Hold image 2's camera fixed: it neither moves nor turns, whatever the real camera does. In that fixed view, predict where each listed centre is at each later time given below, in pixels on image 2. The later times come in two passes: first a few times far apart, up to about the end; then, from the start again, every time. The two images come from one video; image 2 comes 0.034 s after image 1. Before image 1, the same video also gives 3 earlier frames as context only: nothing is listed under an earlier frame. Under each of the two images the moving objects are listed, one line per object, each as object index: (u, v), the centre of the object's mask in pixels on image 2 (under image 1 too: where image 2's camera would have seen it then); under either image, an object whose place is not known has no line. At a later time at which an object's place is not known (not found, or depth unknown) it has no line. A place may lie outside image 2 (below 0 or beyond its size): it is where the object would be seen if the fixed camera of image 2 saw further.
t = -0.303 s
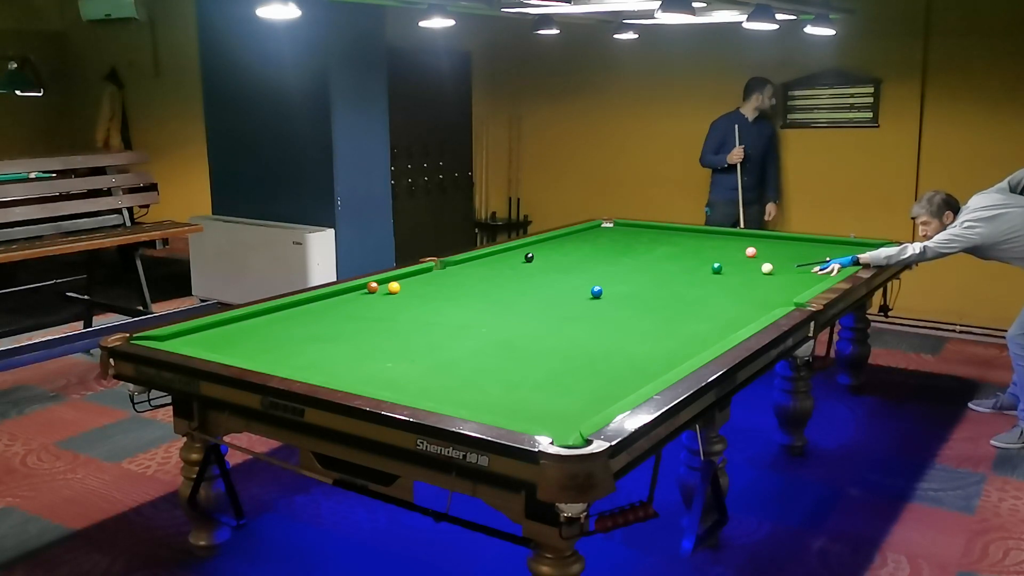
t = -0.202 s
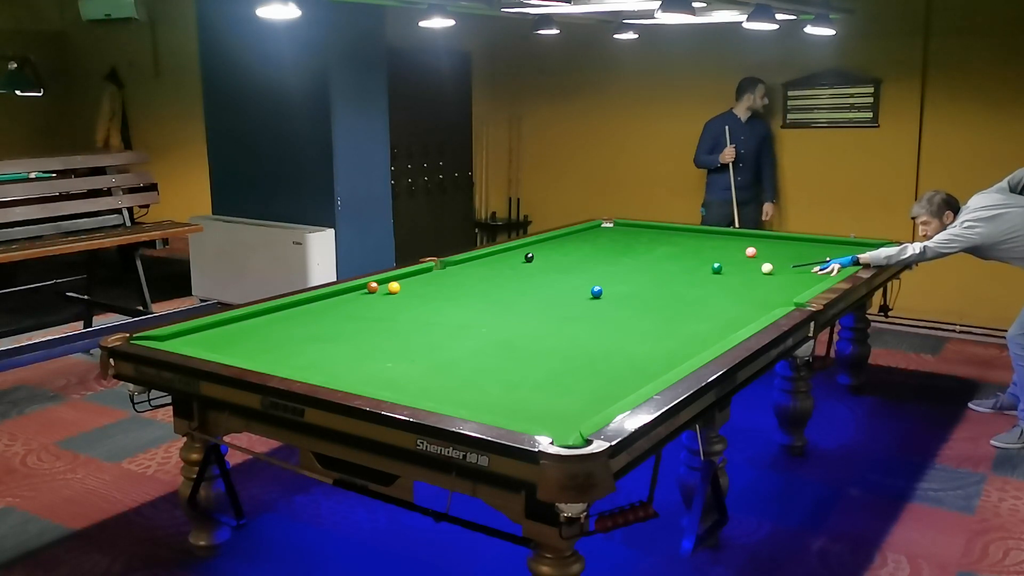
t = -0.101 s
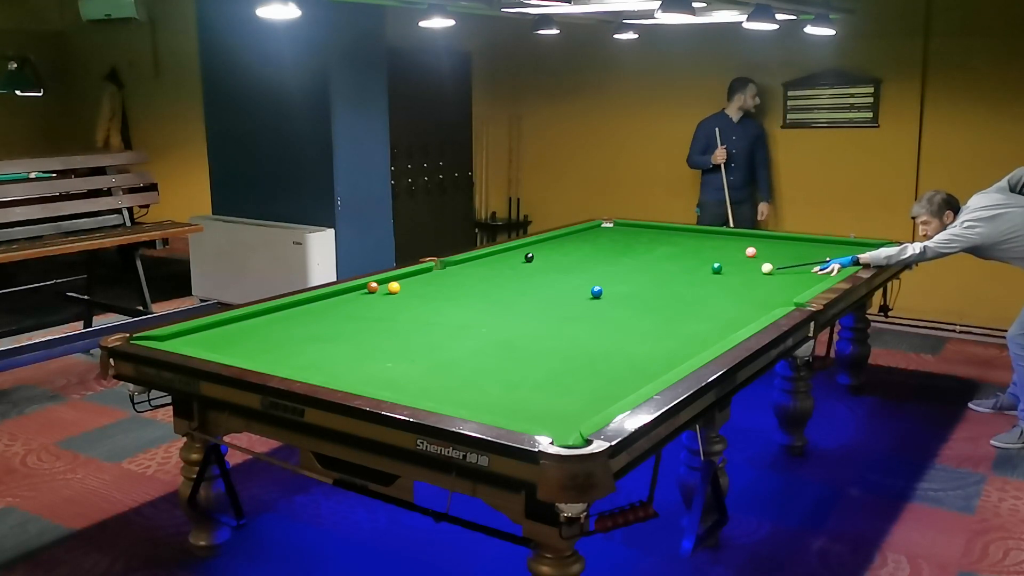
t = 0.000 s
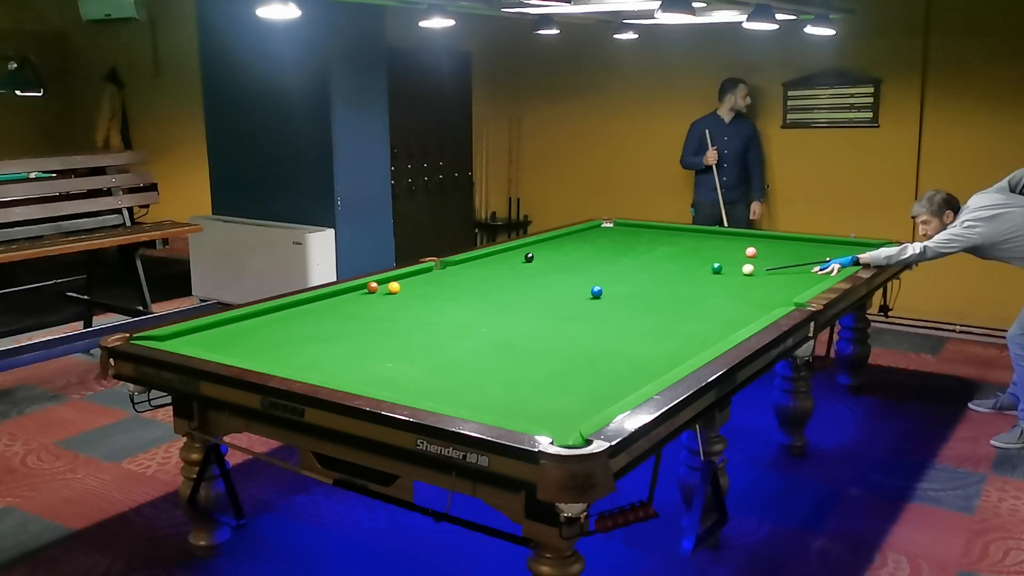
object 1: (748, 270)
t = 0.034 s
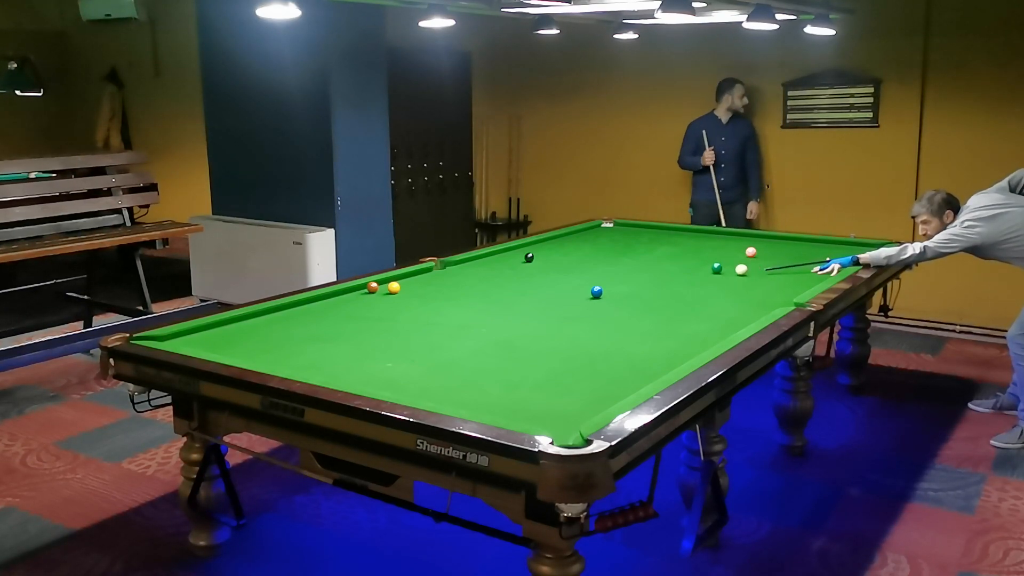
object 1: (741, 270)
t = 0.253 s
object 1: (706, 271)
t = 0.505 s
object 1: (666, 274)
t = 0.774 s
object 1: (625, 276)
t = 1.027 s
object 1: (587, 278)
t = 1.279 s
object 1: (550, 280)
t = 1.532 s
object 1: (514, 281)
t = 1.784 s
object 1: (478, 283)
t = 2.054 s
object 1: (442, 285)
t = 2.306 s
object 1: (409, 287)
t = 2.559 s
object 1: (399, 287)
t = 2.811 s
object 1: (394, 287)
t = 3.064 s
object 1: (390, 286)
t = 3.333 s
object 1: (388, 286)
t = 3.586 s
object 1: (387, 286)
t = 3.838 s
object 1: (387, 286)
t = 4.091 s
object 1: (387, 286)
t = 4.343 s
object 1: (387, 286)
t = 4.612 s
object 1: (387, 286)
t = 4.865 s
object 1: (387, 286)
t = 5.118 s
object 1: (387, 286)
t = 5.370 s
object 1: (387, 286)
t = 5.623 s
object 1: (387, 286)
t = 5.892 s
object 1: (387, 286)
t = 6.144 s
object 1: (387, 286)
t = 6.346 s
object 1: (387, 286)
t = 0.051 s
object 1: (738, 270)
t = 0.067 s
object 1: (735, 270)
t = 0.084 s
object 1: (732, 270)
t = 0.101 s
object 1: (729, 270)
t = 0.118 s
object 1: (727, 270)
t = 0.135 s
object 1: (724, 271)
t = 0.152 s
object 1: (721, 270)
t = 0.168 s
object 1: (719, 271)
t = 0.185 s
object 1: (716, 271)
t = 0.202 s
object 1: (713, 271)
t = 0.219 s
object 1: (711, 271)
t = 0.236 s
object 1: (708, 271)
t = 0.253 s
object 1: (706, 271)
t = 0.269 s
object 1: (703, 272)
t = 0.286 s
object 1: (700, 272)
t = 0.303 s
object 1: (697, 272)
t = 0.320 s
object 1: (695, 272)
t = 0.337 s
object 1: (692, 272)
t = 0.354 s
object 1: (690, 272)
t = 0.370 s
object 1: (687, 272)
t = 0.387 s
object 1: (684, 273)
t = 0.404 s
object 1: (682, 273)
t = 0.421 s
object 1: (679, 273)
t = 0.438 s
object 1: (677, 273)
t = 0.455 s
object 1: (674, 273)
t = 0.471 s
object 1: (671, 273)
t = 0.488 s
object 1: (669, 274)
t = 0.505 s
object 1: (666, 274)
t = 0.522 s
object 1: (663, 274)
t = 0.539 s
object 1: (661, 274)
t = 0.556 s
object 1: (658, 274)
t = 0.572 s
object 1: (656, 274)
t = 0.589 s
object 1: (653, 274)
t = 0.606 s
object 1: (651, 274)
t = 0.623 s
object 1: (648, 275)
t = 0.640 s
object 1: (646, 274)
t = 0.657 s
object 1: (643, 275)
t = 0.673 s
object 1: (640, 275)
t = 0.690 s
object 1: (638, 275)
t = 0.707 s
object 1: (635, 275)
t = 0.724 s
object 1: (633, 275)
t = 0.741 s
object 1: (630, 275)
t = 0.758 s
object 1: (627, 276)
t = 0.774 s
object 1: (625, 276)
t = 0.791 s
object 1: (622, 276)
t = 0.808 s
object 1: (620, 276)
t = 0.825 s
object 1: (617, 276)
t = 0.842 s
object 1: (615, 276)
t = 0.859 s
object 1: (612, 277)
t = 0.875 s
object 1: (610, 277)
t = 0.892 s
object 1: (607, 277)
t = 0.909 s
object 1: (605, 277)
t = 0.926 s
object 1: (602, 277)
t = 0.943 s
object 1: (600, 277)
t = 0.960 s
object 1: (597, 277)
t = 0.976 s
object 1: (595, 277)
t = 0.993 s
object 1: (592, 277)
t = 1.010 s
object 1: (590, 277)
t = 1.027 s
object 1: (587, 278)
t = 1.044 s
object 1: (585, 278)
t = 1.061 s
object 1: (582, 278)
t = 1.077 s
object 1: (580, 278)
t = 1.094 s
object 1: (577, 278)
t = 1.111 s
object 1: (575, 278)
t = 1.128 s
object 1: (572, 278)
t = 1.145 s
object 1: (570, 279)
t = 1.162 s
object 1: (567, 279)
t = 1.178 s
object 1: (565, 279)
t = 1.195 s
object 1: (562, 279)
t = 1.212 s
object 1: (560, 279)
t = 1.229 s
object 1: (557, 279)
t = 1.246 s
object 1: (555, 279)
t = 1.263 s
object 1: (552, 280)
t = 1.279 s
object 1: (550, 280)
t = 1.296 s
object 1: (548, 280)
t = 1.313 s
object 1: (545, 280)
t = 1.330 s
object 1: (543, 280)
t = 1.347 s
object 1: (540, 280)
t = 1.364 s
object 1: (538, 280)
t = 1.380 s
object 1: (535, 280)
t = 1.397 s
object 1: (533, 280)
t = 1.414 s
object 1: (531, 281)
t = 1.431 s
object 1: (528, 281)
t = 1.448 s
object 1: (526, 281)
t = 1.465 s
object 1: (523, 281)
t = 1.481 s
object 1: (521, 281)
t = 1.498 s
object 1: (519, 281)
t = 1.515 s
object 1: (516, 281)
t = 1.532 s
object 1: (514, 281)
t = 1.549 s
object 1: (511, 282)
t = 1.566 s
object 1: (509, 282)
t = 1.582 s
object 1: (507, 282)
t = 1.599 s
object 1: (504, 282)
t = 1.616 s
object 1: (502, 282)
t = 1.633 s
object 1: (499, 282)
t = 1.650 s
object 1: (497, 282)
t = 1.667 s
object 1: (495, 282)
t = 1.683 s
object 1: (492, 283)
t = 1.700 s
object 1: (490, 283)
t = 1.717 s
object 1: (488, 283)
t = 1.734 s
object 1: (486, 283)
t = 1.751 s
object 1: (483, 283)
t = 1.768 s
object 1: (481, 283)
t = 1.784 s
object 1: (478, 283)
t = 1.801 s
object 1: (476, 283)
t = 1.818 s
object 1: (474, 283)
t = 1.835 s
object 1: (471, 284)
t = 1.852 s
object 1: (469, 284)
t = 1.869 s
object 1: (467, 284)
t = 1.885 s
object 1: (464, 284)
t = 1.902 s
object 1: (462, 284)
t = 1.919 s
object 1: (460, 284)
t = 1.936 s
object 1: (458, 284)
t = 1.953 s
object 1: (455, 284)
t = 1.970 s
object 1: (453, 284)
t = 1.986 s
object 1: (451, 285)
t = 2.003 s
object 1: (449, 285)
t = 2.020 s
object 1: (446, 285)
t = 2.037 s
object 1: (444, 285)
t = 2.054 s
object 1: (442, 285)
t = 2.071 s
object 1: (440, 285)
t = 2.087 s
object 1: (437, 285)
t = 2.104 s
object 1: (435, 285)
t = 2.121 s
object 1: (433, 285)
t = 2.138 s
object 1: (431, 285)
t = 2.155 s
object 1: (428, 286)
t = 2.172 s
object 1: (426, 286)
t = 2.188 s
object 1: (424, 286)
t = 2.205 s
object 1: (422, 286)
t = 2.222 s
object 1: (420, 286)
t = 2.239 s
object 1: (417, 286)
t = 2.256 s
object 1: (415, 286)
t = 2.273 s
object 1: (413, 287)
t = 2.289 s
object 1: (411, 287)
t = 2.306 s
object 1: (409, 287)
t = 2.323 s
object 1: (406, 287)
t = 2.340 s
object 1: (405, 287)
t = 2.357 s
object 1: (405, 287)
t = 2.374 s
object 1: (404, 287)
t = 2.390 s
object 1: (404, 287)
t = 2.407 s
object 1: (404, 287)
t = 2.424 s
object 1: (403, 287)
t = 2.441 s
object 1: (403, 287)
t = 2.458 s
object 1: (402, 287)
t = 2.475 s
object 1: (402, 287)
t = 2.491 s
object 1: (401, 287)
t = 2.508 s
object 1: (401, 287)
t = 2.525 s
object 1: (400, 287)
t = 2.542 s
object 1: (400, 287)
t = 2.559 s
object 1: (399, 287)
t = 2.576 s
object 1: (399, 287)
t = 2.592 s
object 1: (399, 287)
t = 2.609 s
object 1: (398, 287)
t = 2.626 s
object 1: (398, 287)
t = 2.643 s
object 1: (398, 287)
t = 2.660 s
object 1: (397, 287)
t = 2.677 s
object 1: (397, 287)
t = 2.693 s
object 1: (396, 287)
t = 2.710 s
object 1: (396, 287)
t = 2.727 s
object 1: (396, 287)
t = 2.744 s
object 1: (395, 286)
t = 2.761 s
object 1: (395, 287)
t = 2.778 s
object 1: (394, 287)
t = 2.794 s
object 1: (394, 286)
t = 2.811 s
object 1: (394, 287)
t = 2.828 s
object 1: (394, 286)
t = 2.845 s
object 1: (393, 286)
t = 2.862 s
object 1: (393, 286)
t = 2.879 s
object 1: (393, 286)
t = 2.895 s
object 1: (392, 286)
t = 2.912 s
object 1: (392, 286)
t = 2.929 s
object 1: (392, 286)
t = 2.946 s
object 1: (392, 286)
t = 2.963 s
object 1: (392, 286)
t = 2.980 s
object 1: (391, 286)
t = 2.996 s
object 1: (391, 286)
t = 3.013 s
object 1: (391, 286)
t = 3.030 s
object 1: (391, 286)
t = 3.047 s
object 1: (390, 286)
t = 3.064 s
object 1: (390, 286)
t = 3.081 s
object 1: (390, 286)
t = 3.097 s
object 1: (390, 286)
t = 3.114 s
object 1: (390, 286)
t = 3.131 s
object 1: (389, 286)
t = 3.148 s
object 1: (389, 286)
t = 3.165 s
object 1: (389, 286)
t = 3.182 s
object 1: (389, 286)
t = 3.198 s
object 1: (389, 286)
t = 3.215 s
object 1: (389, 286)
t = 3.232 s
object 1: (388, 286)
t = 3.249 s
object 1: (388, 286)
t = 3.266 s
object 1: (388, 286)
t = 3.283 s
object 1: (388, 286)
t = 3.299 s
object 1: (388, 286)
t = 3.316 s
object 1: (388, 286)
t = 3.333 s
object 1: (388, 286)
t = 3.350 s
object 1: (388, 286)
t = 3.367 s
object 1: (388, 286)
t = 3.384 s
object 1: (388, 286)
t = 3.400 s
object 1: (387, 286)
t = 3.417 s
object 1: (387, 286)
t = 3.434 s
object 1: (387, 286)
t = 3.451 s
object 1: (387, 286)
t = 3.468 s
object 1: (387, 286)
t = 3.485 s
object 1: (387, 286)
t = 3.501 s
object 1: (387, 286)
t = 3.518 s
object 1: (387, 286)
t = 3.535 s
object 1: (387, 286)
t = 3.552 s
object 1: (387, 286)
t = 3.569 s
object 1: (387, 286)
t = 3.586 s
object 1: (387, 286)
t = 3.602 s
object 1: (387, 286)
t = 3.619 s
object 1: (387, 286)
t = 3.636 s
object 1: (387, 286)
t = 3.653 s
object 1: (387, 286)
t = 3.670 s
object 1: (387, 286)
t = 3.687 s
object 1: (387, 286)
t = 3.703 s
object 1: (387, 286)
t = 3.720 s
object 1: (387, 286)
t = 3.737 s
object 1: (387, 286)
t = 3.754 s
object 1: (387, 286)
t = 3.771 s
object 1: (387, 286)
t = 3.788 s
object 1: (387, 286)
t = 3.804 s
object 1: (387, 286)
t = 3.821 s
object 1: (387, 286)
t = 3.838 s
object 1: (387, 286)
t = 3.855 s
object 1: (387, 286)
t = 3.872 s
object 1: (387, 286)
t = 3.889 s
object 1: (387, 286)
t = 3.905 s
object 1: (387, 286)
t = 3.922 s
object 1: (387, 286)
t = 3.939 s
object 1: (387, 286)
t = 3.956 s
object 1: (387, 286)
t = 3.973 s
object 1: (387, 286)
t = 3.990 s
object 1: (387, 286)
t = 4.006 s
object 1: (387, 286)
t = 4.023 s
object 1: (387, 286)
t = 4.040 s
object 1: (387, 286)
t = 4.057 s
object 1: (387, 286)
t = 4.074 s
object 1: (387, 286)
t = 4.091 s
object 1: (387, 286)
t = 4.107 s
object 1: (387, 286)
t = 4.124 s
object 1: (387, 286)
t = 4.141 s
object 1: (387, 286)
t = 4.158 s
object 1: (387, 286)
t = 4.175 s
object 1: (387, 286)
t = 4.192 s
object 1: (387, 286)
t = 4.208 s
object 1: (387, 286)
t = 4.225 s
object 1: (387, 286)
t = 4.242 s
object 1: (387, 286)
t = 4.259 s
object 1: (387, 286)
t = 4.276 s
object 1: (387, 286)
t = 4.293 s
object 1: (387, 286)
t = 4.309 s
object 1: (387, 286)
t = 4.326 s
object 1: (387, 286)
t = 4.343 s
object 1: (387, 286)
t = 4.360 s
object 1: (387, 286)
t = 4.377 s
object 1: (387, 286)
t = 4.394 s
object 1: (387, 286)
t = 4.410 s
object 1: (387, 286)
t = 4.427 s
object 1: (387, 286)
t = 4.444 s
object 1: (387, 286)
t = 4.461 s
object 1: (387, 286)
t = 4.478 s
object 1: (387, 286)
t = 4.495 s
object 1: (387, 286)
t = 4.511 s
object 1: (387, 286)
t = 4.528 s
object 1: (387, 286)
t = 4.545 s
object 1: (387, 286)
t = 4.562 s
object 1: (387, 286)
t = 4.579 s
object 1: (387, 286)
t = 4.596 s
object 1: (387, 286)
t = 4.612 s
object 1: (387, 286)
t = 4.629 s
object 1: (387, 286)
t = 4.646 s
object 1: (387, 286)
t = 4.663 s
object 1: (387, 286)
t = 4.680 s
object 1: (387, 286)
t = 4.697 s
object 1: (387, 286)
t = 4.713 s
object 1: (387, 286)
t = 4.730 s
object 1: (387, 286)
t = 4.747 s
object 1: (387, 286)
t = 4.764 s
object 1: (387, 286)
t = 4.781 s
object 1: (387, 286)
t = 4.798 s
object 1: (387, 286)
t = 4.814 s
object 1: (387, 286)
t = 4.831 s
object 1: (387, 286)
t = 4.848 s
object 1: (387, 286)
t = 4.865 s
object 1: (387, 286)
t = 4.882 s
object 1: (387, 286)
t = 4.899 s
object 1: (387, 286)
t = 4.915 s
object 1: (387, 286)
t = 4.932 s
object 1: (387, 286)
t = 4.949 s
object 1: (387, 286)
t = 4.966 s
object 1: (387, 286)
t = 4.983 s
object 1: (387, 286)
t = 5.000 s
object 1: (387, 286)
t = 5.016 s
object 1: (387, 286)
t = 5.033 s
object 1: (387, 286)
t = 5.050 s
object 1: (387, 286)
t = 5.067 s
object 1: (387, 286)
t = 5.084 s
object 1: (387, 286)
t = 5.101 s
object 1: (387, 286)
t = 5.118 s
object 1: (387, 286)
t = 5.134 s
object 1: (387, 286)
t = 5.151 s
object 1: (387, 286)
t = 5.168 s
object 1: (387, 286)
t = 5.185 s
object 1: (387, 286)
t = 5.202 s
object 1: (387, 286)
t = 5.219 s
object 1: (387, 286)
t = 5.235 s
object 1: (387, 286)
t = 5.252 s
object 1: (387, 286)
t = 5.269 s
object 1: (387, 286)
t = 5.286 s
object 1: (387, 286)
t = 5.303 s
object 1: (387, 286)
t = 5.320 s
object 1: (387, 286)
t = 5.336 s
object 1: (387, 286)
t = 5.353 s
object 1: (387, 286)
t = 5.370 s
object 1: (387, 286)
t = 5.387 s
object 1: (387, 286)
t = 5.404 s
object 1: (387, 286)
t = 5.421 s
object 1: (387, 286)
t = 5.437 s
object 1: (387, 286)
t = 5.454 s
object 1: (387, 286)
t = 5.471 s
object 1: (387, 286)
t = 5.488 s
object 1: (387, 286)
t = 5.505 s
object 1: (387, 286)
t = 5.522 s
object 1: (387, 286)
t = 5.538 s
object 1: (387, 286)
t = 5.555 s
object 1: (387, 286)
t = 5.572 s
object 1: (387, 286)
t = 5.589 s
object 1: (387, 286)
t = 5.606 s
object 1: (387, 286)
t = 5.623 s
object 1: (387, 286)
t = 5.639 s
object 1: (387, 286)
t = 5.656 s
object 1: (387, 286)
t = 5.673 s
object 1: (387, 286)
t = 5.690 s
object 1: (387, 286)
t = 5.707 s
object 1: (387, 286)
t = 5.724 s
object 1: (387, 286)
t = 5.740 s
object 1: (387, 286)
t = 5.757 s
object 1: (387, 286)
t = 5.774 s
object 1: (387, 286)
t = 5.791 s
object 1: (387, 286)
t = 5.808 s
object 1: (387, 286)
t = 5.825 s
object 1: (387, 286)
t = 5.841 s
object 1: (387, 286)
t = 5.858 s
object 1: (387, 286)
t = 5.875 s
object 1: (387, 286)
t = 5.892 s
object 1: (387, 286)
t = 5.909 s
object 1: (387, 286)
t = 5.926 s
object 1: (387, 286)
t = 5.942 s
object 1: (387, 286)
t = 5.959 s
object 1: (387, 286)
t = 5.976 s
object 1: (387, 286)
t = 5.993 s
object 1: (387, 286)
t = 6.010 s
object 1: (387, 286)
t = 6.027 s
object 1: (387, 286)
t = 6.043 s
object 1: (387, 286)
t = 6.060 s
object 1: (387, 286)
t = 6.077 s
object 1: (387, 286)
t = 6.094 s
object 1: (387, 286)
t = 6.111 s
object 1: (387, 286)
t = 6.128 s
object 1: (387, 286)
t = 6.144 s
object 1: (387, 286)
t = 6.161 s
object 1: (387, 286)
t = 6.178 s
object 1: (387, 286)
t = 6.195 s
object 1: (387, 286)
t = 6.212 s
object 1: (387, 286)
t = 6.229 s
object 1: (387, 286)
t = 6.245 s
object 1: (387, 286)
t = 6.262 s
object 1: (387, 286)
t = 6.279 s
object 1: (387, 286)
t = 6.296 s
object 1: (387, 286)
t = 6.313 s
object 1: (387, 286)
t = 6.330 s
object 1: (387, 286)
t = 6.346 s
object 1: (387, 286)
